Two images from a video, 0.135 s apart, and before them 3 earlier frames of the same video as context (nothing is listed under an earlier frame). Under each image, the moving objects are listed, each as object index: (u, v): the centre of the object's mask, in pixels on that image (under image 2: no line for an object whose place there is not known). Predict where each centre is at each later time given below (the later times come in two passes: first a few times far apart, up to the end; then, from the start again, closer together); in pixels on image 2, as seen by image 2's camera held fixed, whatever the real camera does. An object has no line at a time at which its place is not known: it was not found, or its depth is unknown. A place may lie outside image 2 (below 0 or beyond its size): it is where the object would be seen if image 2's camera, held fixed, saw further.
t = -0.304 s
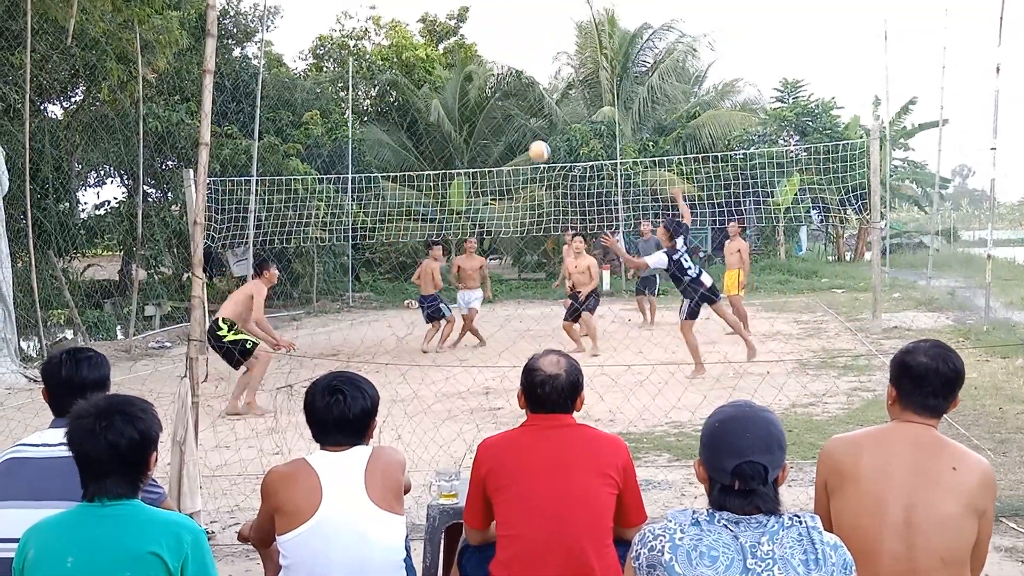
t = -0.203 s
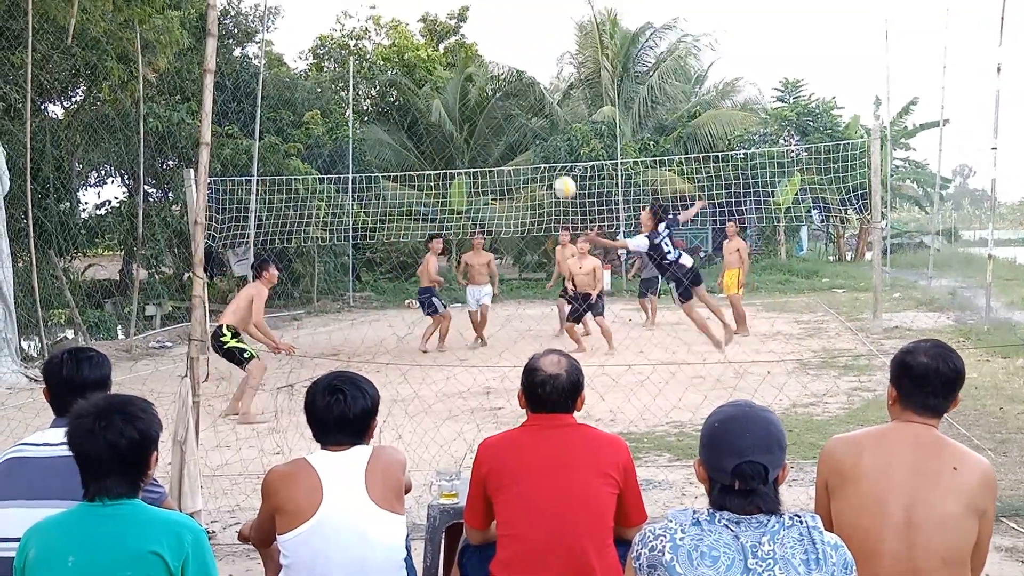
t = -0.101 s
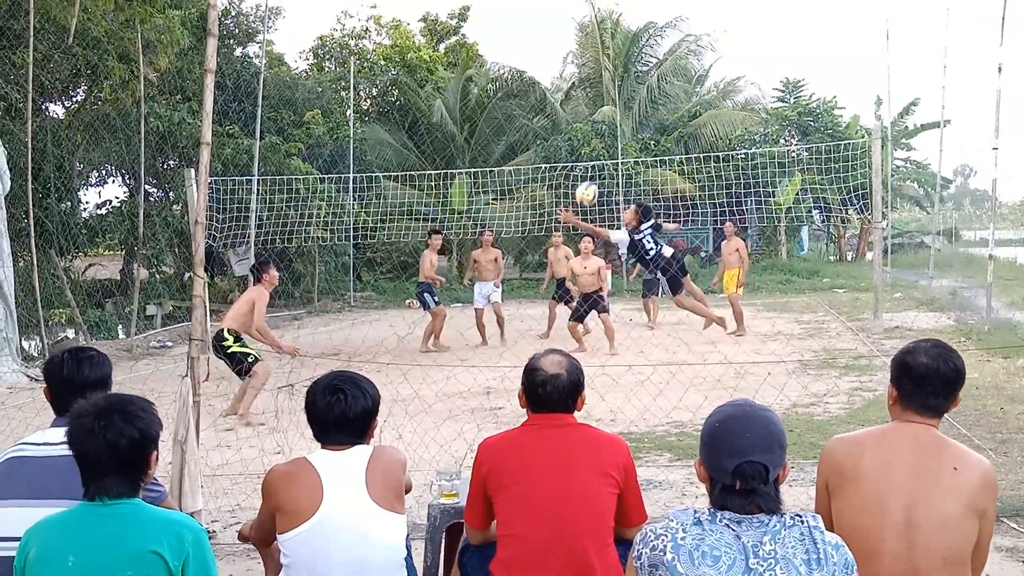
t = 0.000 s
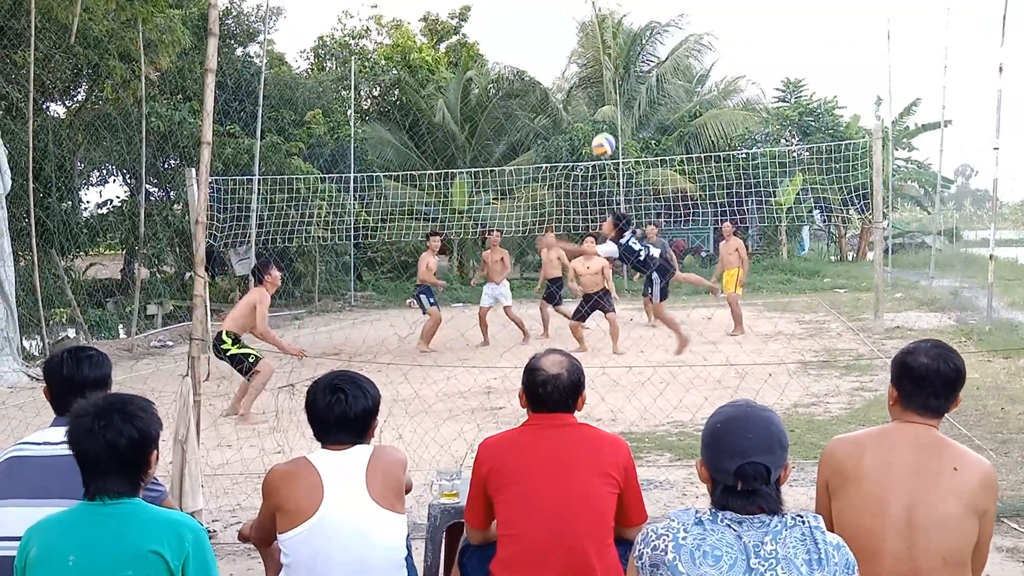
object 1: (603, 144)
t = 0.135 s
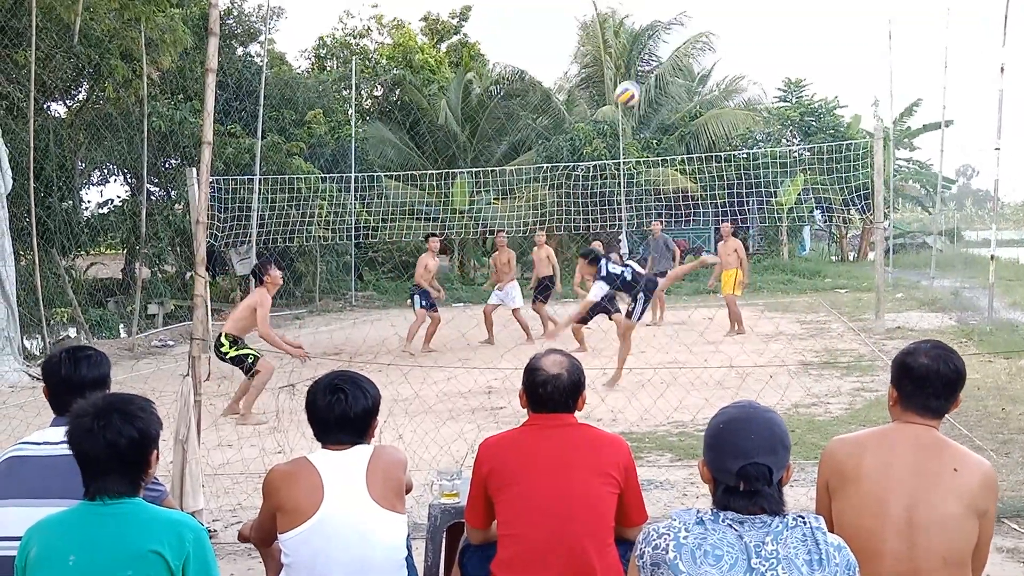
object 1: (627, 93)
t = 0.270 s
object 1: (650, 59)
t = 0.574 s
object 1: (718, 62)
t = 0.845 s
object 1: (782, 178)
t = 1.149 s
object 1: (862, 422)
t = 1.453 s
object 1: (1004, 238)
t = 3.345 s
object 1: (1037, 411)
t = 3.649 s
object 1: (1011, 386)
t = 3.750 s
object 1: (1000, 407)
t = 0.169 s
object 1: (633, 83)
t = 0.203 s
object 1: (639, 74)
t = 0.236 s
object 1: (645, 66)
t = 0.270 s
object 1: (650, 59)
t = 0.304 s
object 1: (657, 56)
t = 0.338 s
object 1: (666, 50)
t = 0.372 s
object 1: (674, 48)
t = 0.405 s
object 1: (681, 46)
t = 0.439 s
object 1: (688, 48)
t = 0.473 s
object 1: (695, 49)
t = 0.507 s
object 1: (702, 52)
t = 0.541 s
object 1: (710, 55)
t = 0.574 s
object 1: (718, 62)
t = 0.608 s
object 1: (724, 73)
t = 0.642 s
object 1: (734, 82)
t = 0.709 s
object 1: (750, 103)
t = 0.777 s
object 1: (766, 137)
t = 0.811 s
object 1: (774, 156)
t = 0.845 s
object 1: (782, 178)
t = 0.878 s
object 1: (791, 202)
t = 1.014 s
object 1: (826, 325)
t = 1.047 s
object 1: (833, 360)
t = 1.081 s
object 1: (842, 401)
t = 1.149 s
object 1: (862, 422)
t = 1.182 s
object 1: (876, 404)
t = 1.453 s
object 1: (1004, 238)
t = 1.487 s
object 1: (1011, 225)
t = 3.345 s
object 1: (1037, 411)
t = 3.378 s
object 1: (1036, 401)
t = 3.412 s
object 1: (1035, 392)
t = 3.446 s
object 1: (1032, 385)
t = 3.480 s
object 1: (1030, 381)
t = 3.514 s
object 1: (1026, 378)
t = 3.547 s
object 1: (1022, 378)
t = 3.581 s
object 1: (1018, 378)
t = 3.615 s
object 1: (1015, 381)
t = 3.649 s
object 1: (1011, 386)
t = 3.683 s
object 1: (1008, 391)
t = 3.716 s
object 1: (1004, 398)
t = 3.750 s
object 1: (1000, 407)
